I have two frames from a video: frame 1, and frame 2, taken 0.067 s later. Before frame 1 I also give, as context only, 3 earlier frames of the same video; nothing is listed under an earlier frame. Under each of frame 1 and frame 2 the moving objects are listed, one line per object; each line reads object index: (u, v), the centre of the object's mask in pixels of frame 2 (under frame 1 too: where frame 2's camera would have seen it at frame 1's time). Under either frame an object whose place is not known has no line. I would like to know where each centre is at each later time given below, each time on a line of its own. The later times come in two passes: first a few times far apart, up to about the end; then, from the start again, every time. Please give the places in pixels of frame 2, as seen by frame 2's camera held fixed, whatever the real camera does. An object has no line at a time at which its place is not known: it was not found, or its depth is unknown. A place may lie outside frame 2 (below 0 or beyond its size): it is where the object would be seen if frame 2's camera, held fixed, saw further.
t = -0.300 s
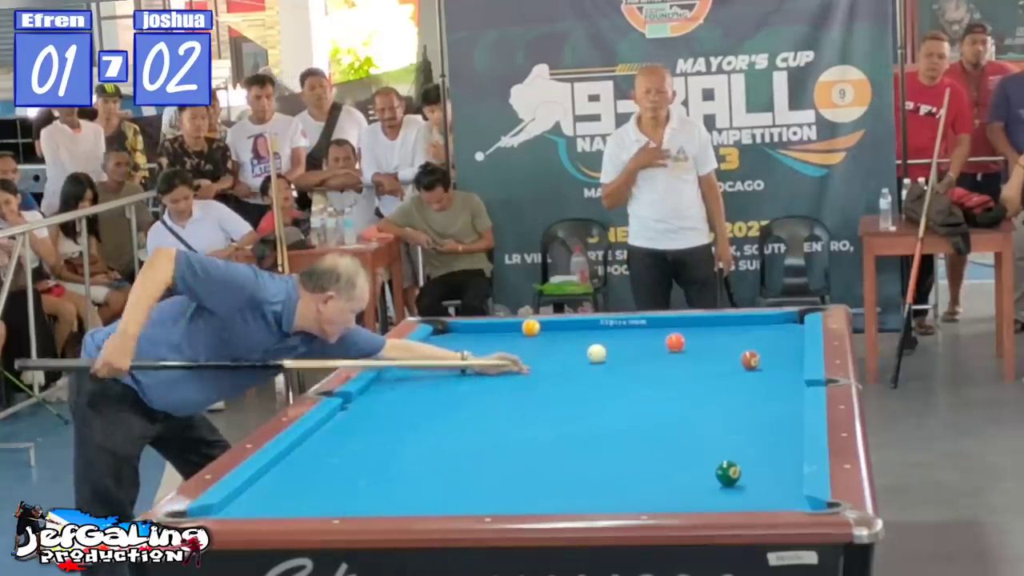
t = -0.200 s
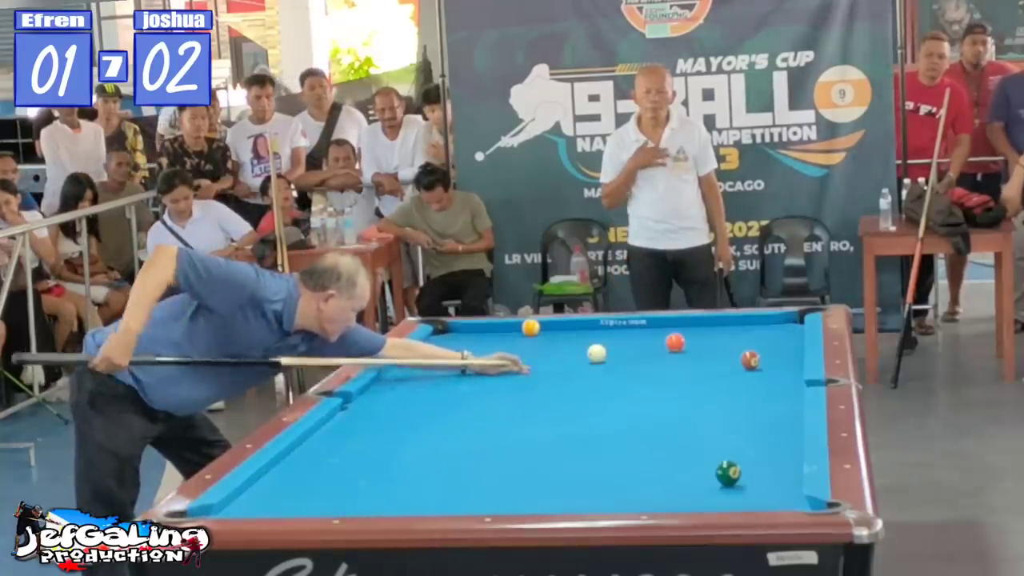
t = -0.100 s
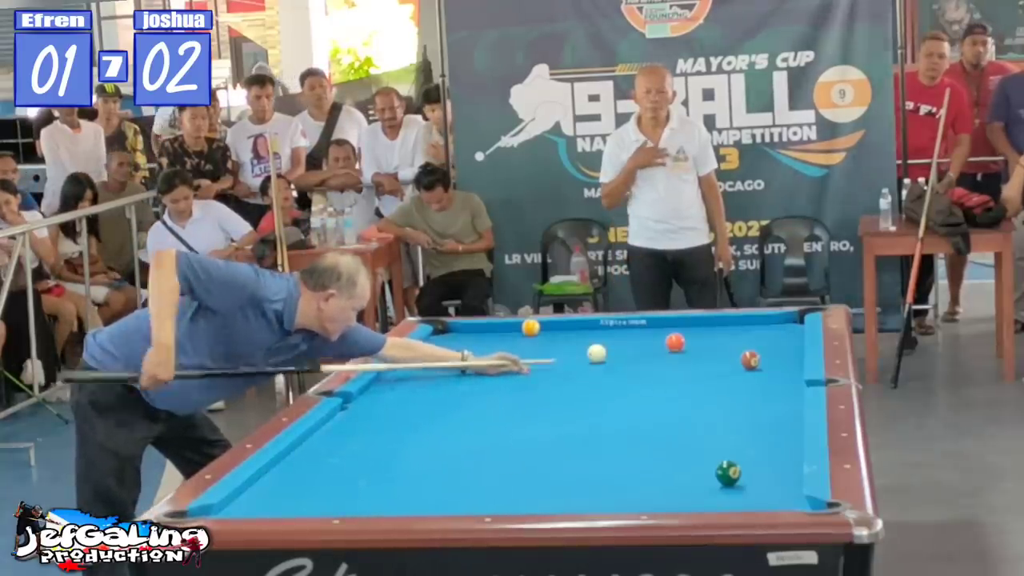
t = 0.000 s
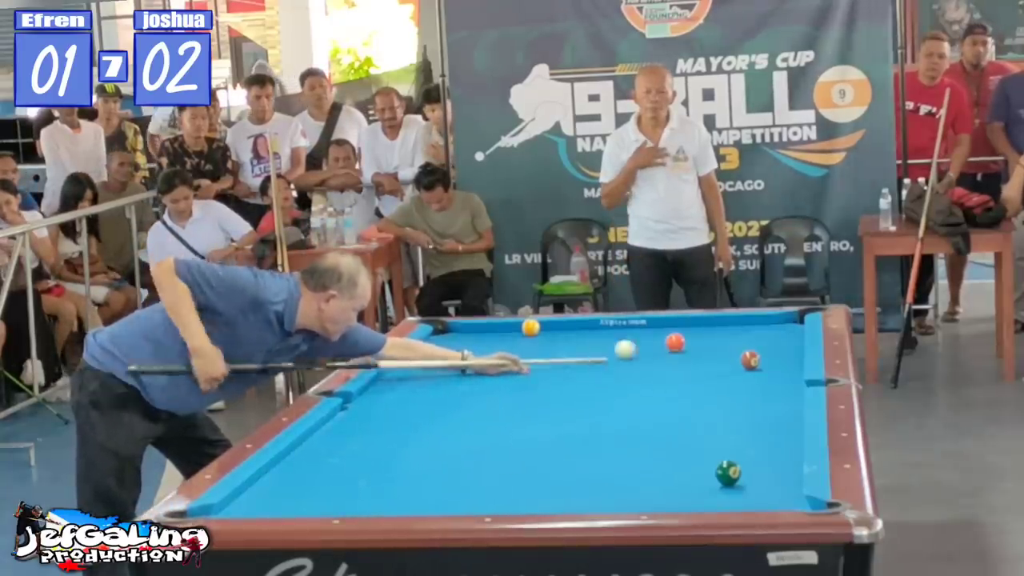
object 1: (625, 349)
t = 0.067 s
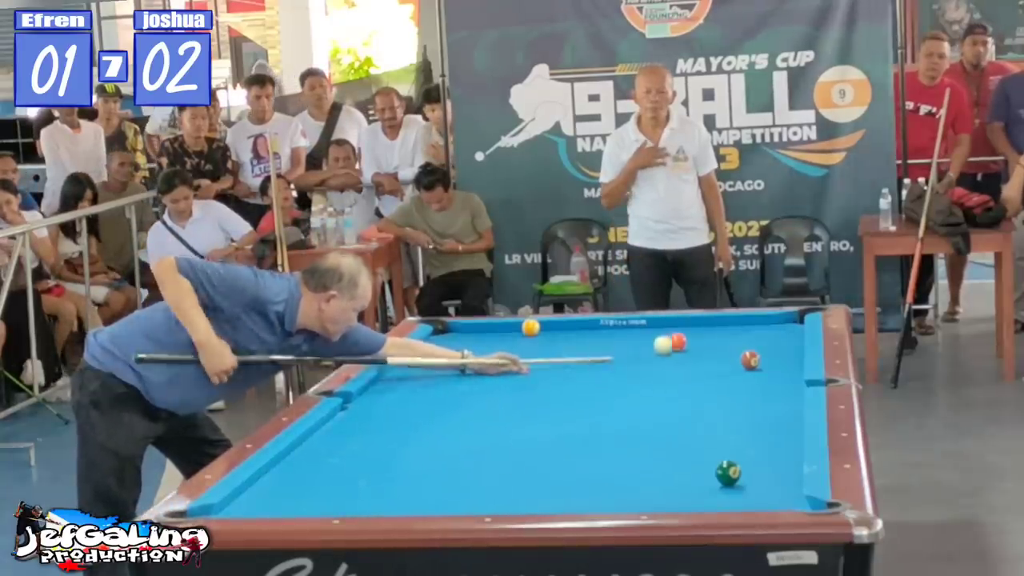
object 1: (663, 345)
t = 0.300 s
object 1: (679, 349)
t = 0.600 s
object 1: (685, 355)
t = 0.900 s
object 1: (691, 361)
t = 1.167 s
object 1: (695, 366)
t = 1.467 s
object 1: (700, 371)
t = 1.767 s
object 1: (704, 376)
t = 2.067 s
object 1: (707, 380)
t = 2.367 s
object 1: (709, 384)
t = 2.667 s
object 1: (711, 388)
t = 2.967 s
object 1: (712, 391)
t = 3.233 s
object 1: (713, 394)
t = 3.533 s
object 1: (714, 396)
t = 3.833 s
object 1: (715, 398)
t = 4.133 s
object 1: (716, 399)
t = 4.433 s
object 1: (716, 401)
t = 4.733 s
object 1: (716, 401)
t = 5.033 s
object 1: (716, 401)
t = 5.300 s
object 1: (716, 401)
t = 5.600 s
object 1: (716, 401)
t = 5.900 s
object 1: (716, 401)
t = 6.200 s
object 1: (716, 401)
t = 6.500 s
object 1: (716, 401)
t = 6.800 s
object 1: (716, 401)
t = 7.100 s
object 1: (716, 401)
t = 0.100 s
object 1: (668, 345)
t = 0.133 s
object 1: (671, 346)
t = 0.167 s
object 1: (674, 347)
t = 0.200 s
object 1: (677, 347)
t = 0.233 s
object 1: (678, 348)
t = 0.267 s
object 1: (678, 348)
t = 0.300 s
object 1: (679, 349)
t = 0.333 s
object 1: (680, 350)
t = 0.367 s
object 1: (681, 350)
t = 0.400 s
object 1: (681, 351)
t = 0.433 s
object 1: (682, 352)
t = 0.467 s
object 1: (683, 352)
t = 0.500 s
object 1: (683, 353)
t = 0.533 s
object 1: (684, 354)
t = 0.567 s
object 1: (685, 354)
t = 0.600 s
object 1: (685, 355)
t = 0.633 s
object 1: (686, 356)
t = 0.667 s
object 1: (687, 356)
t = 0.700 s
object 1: (687, 357)
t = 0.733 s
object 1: (688, 358)
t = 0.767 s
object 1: (688, 358)
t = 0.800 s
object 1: (689, 359)
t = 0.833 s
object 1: (690, 360)
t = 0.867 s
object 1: (690, 360)
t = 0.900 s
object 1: (691, 361)
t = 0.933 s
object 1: (691, 361)
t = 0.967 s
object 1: (692, 362)
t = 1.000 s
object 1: (692, 363)
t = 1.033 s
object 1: (693, 363)
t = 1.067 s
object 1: (693, 364)
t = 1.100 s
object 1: (694, 364)
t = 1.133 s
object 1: (695, 365)
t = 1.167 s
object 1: (695, 366)
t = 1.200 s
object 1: (696, 366)
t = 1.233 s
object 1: (696, 367)
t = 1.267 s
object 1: (697, 367)
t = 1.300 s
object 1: (697, 368)
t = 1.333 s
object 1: (698, 368)
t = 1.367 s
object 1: (698, 369)
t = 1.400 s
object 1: (699, 370)
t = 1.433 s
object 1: (699, 370)
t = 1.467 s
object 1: (700, 371)
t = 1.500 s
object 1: (700, 371)
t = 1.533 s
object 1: (701, 372)
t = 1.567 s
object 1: (701, 372)
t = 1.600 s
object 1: (701, 373)
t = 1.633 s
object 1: (702, 374)
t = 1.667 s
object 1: (703, 374)
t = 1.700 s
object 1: (703, 375)
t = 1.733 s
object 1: (703, 375)
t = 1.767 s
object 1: (704, 376)
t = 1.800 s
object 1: (704, 376)
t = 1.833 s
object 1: (704, 377)
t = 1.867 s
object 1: (705, 377)
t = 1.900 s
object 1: (705, 378)
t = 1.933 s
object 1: (706, 378)
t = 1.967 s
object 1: (706, 379)
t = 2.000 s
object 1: (706, 379)
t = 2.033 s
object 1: (706, 380)
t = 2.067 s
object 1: (707, 380)
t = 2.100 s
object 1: (707, 381)
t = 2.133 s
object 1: (707, 381)
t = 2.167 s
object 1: (708, 382)
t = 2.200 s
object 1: (708, 382)
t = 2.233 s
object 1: (708, 383)
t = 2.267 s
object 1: (708, 383)
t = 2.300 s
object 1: (709, 383)
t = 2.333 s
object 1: (709, 384)
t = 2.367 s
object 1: (709, 384)
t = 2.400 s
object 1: (710, 385)
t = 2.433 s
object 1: (710, 385)
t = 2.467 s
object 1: (710, 386)
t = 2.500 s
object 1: (710, 386)
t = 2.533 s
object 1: (711, 386)
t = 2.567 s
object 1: (711, 387)
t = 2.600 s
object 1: (711, 387)
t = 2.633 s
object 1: (711, 388)
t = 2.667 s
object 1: (711, 388)
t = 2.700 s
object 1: (711, 389)
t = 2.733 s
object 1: (711, 389)
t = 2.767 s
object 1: (711, 389)
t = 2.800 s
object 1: (711, 389)
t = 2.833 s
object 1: (711, 390)
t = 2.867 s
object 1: (711, 390)
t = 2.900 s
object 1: (712, 391)
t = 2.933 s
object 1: (712, 391)
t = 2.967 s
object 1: (712, 391)
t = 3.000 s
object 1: (712, 392)
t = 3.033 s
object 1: (712, 392)
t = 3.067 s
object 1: (712, 392)
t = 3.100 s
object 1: (712, 392)
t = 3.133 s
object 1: (713, 393)
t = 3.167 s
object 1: (713, 393)
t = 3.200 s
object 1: (713, 394)
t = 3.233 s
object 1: (713, 394)
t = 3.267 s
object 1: (713, 394)
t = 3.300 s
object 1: (713, 394)
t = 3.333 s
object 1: (714, 395)
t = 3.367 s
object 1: (714, 395)
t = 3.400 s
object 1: (714, 395)
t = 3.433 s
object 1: (714, 396)
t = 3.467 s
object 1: (714, 396)
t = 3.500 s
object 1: (714, 396)
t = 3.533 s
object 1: (714, 396)
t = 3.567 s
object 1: (714, 397)
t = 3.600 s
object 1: (715, 397)
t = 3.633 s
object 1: (715, 397)
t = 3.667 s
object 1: (715, 397)
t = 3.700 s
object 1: (715, 398)
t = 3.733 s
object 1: (715, 398)
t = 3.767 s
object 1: (715, 398)
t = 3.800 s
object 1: (715, 398)
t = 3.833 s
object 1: (715, 398)
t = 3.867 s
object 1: (715, 399)
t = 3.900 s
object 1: (716, 399)
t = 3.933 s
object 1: (716, 399)
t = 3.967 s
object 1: (716, 399)
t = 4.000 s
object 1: (716, 399)
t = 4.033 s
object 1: (716, 399)
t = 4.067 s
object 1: (716, 399)
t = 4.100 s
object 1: (716, 399)
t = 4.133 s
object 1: (716, 399)
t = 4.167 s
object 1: (716, 400)
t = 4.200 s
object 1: (715, 400)
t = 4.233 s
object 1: (716, 400)
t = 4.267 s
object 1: (716, 400)
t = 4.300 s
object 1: (716, 400)
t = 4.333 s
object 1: (716, 400)
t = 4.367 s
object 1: (716, 400)
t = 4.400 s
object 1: (716, 401)
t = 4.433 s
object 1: (716, 401)
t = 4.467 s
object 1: (716, 401)
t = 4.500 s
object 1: (716, 401)
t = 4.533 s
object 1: (716, 401)
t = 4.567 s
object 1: (716, 401)
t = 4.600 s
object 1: (716, 401)
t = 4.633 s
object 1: (716, 401)
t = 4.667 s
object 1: (716, 401)
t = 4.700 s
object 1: (716, 401)
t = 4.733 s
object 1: (716, 401)
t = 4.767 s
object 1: (716, 401)
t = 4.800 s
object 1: (716, 401)
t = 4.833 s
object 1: (716, 401)
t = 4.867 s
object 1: (716, 401)
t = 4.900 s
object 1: (716, 401)
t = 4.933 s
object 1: (716, 401)
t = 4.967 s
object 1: (716, 401)
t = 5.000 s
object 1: (716, 401)
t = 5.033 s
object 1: (716, 401)
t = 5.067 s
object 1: (716, 401)
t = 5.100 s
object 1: (716, 401)
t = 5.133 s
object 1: (716, 401)
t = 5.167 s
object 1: (716, 401)
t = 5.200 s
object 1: (716, 401)
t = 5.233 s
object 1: (716, 401)
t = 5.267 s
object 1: (716, 401)
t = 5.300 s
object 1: (716, 401)
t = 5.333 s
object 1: (716, 401)
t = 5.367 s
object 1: (716, 401)
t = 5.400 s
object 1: (716, 401)
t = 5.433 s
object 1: (716, 401)
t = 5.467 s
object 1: (716, 401)
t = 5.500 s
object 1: (716, 401)
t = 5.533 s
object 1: (716, 401)
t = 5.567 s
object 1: (716, 401)
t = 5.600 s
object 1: (716, 401)
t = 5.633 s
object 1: (716, 401)
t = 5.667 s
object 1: (716, 401)
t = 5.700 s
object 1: (716, 401)
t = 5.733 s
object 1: (716, 401)
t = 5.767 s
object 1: (716, 401)
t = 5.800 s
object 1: (716, 401)
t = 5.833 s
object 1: (716, 401)
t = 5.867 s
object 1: (716, 401)
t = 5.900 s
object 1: (716, 401)
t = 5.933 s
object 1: (716, 401)
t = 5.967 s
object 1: (716, 401)
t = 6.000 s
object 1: (716, 401)
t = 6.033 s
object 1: (716, 401)
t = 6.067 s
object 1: (716, 401)
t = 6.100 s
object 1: (716, 401)
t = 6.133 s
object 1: (716, 401)
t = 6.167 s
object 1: (716, 401)
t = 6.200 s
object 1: (716, 401)
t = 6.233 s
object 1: (716, 401)
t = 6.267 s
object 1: (716, 401)
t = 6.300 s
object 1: (716, 401)
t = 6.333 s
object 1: (716, 401)
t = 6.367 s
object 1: (716, 401)
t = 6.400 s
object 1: (716, 401)
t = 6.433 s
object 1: (716, 401)
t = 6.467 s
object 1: (716, 401)
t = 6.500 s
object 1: (716, 401)
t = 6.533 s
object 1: (716, 401)
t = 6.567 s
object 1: (716, 401)
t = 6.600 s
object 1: (716, 401)
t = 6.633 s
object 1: (716, 401)
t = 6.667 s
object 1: (716, 401)
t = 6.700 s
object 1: (716, 401)
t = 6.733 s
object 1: (716, 401)
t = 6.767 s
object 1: (716, 401)
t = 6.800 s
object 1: (716, 401)
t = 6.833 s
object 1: (716, 401)
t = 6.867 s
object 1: (716, 401)
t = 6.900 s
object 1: (716, 401)
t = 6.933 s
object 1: (716, 401)
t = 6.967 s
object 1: (716, 401)
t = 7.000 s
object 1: (716, 401)
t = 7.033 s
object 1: (716, 401)
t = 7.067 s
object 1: (716, 401)
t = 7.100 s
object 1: (716, 401)
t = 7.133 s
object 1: (716, 401)
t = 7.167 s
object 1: (715, 401)
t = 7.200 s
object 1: (716, 401)
